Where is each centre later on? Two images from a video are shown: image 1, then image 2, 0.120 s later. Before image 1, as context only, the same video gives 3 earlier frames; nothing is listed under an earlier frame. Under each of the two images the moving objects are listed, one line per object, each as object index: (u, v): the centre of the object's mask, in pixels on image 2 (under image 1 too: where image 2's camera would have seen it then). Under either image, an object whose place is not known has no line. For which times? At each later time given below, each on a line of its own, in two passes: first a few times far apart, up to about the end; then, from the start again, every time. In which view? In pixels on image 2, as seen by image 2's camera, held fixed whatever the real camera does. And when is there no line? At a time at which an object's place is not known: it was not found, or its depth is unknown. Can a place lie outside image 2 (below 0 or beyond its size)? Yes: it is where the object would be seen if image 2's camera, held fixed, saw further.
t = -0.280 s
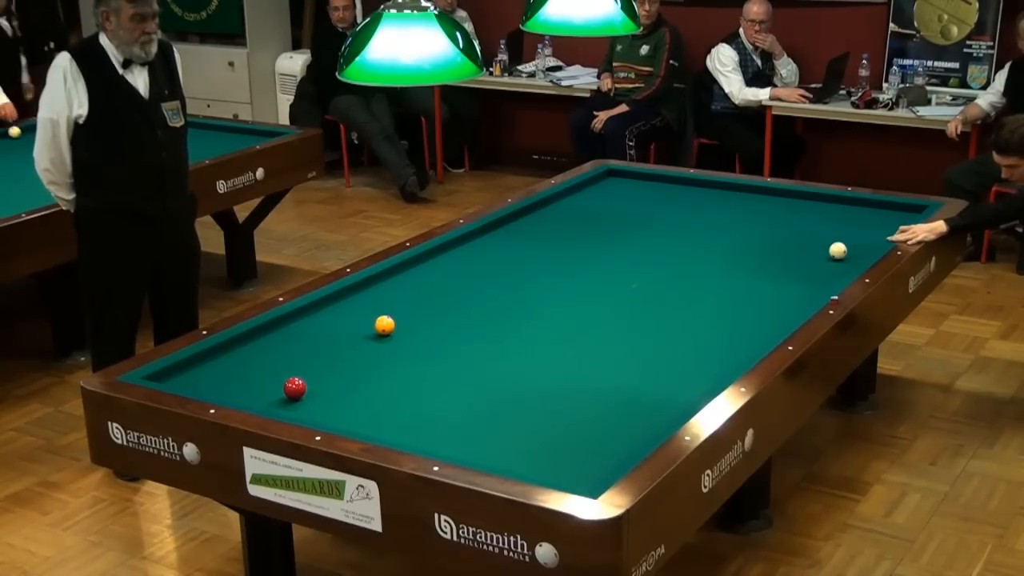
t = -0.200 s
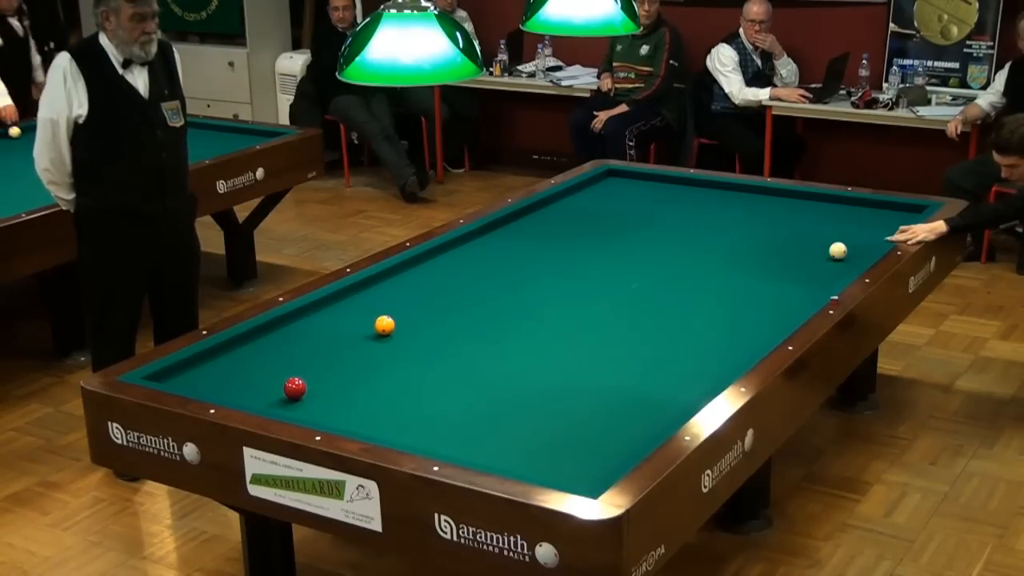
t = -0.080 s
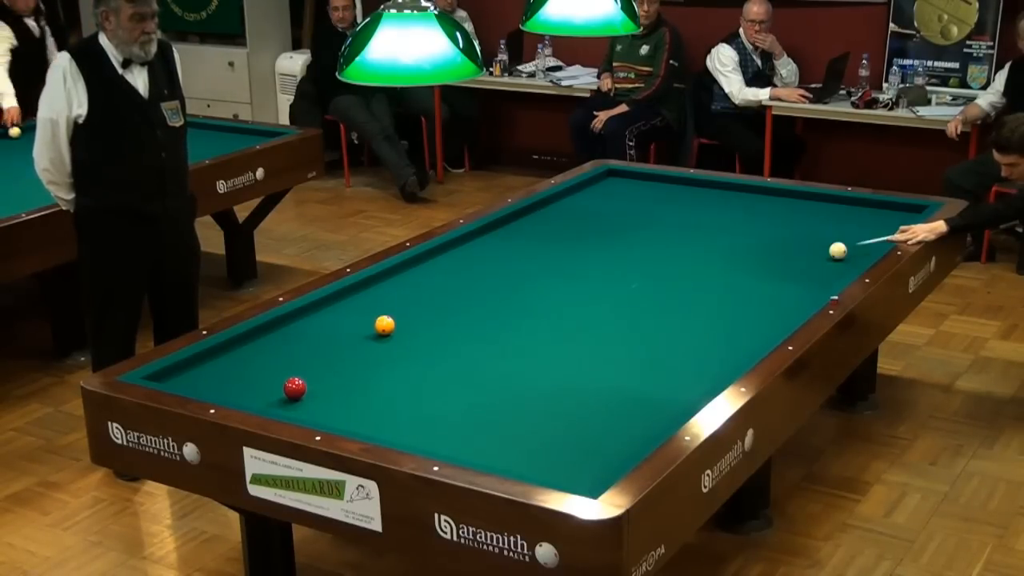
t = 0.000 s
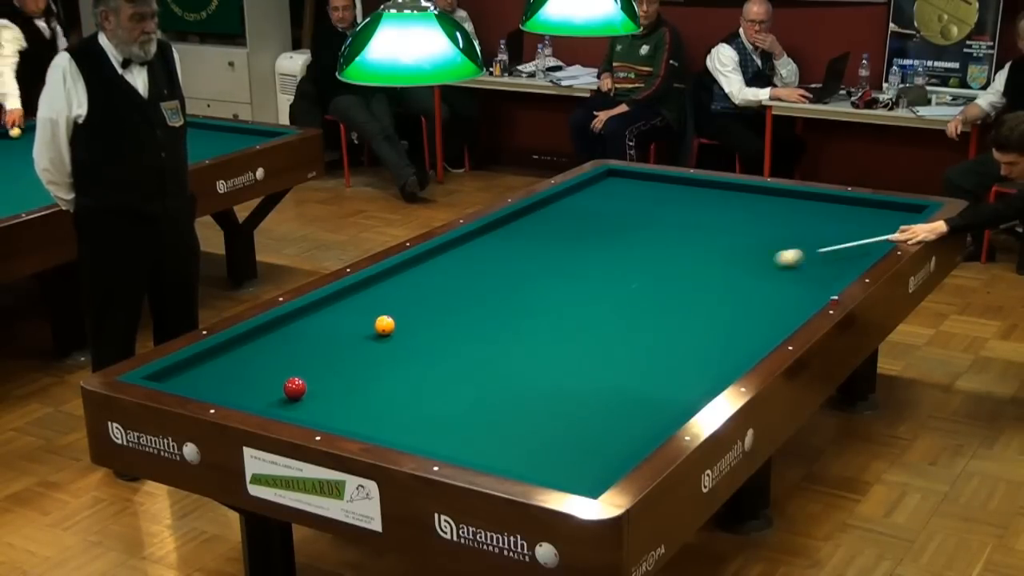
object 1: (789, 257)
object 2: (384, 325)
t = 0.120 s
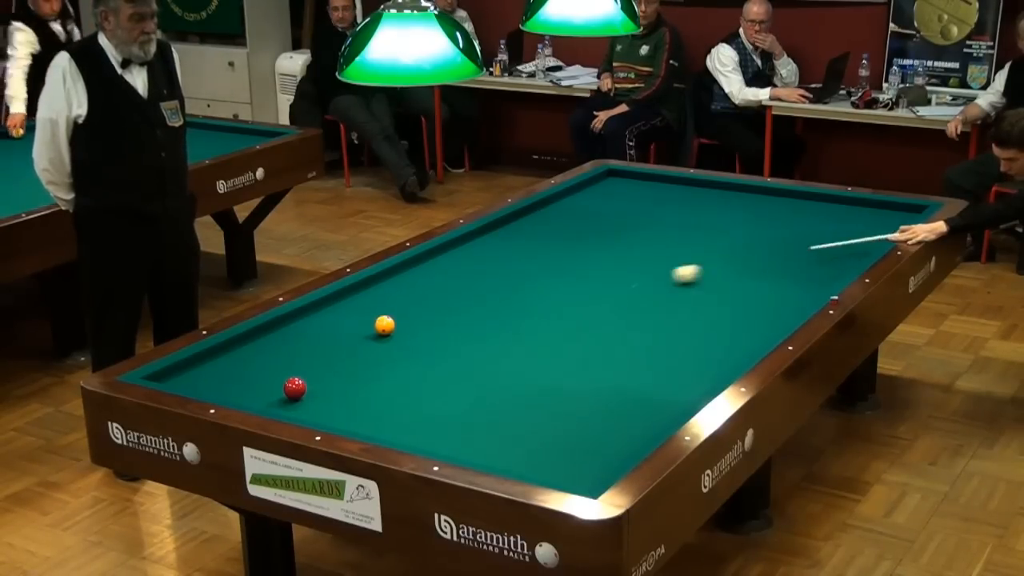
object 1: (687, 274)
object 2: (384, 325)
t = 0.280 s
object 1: (550, 295)
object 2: (384, 325)
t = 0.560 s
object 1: (342, 311)
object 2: (331, 350)
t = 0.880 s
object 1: (380, 330)
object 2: (267, 379)
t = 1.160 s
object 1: (427, 357)
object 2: (328, 344)
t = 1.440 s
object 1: (475, 388)
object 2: (378, 315)
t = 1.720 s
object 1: (529, 421)
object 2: (422, 290)
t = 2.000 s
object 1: (587, 459)
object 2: (462, 268)
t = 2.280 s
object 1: (552, 466)
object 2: (497, 248)
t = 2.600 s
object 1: (500, 458)
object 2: (533, 228)
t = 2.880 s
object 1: (475, 447)
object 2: (562, 211)
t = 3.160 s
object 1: (451, 436)
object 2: (588, 197)
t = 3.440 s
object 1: (429, 424)
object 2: (612, 183)
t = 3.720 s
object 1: (410, 413)
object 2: (625, 175)
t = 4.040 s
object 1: (389, 402)
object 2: (605, 182)
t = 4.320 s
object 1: (372, 393)
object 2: (589, 189)
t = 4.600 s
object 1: (357, 385)
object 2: (572, 195)
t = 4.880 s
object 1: (343, 377)
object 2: (556, 202)
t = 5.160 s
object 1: (330, 370)
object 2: (539, 208)
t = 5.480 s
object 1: (316, 363)
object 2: (520, 215)
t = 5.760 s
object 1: (305, 357)
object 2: (504, 221)
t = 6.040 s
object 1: (295, 351)
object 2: (490, 227)
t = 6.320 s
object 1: (285, 346)
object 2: (478, 234)
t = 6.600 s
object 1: (276, 341)
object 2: (466, 240)
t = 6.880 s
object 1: (268, 337)
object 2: (455, 247)
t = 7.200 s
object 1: (259, 333)
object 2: (442, 254)
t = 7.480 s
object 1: (263, 332)
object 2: (430, 260)
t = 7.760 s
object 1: (270, 332)
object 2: (420, 266)
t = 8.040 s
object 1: (276, 332)
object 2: (409, 272)
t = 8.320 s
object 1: (280, 332)
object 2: (399, 278)
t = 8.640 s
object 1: (285, 332)
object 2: (389, 285)
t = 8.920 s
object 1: (287, 332)
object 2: (379, 290)
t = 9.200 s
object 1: (289, 332)
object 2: (370, 295)
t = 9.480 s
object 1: (289, 332)
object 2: (362, 300)
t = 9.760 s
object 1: (289, 332)
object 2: (354, 306)
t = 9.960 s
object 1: (289, 332)
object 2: (348, 309)
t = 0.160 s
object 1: (652, 279)
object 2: (384, 325)
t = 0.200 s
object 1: (619, 284)
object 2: (385, 325)
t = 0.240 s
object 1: (585, 290)
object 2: (384, 325)
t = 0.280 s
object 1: (550, 295)
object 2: (384, 325)
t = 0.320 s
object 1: (514, 301)
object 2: (384, 325)
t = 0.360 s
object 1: (478, 306)
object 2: (384, 325)
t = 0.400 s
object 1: (441, 312)
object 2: (384, 325)
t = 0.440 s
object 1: (405, 317)
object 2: (385, 325)
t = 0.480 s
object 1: (381, 316)
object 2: (369, 332)
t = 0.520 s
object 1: (362, 314)
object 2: (350, 341)
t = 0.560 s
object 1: (342, 311)
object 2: (331, 350)
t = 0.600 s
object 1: (322, 309)
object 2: (311, 359)
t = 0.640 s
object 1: (314, 309)
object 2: (292, 369)
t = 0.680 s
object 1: (327, 312)
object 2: (272, 379)
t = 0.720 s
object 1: (339, 316)
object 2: (253, 388)
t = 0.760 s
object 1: (351, 319)
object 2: (235, 395)
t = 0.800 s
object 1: (362, 323)
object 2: (244, 392)
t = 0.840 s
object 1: (371, 326)
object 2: (256, 385)
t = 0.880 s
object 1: (380, 330)
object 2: (267, 379)
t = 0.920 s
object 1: (388, 334)
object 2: (278, 372)
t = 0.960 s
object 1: (396, 337)
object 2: (288, 367)
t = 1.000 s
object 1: (402, 341)
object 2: (297, 362)
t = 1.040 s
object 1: (408, 345)
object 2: (305, 357)
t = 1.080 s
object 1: (414, 349)
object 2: (313, 353)
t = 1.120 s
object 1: (421, 353)
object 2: (321, 348)
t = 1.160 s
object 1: (427, 357)
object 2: (328, 344)
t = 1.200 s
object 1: (434, 361)
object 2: (336, 340)
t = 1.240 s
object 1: (440, 366)
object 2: (343, 335)
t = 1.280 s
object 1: (447, 370)
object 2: (351, 331)
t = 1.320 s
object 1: (454, 374)
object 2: (358, 327)
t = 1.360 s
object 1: (461, 378)
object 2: (365, 323)
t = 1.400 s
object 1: (468, 383)
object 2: (372, 319)
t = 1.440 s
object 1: (475, 388)
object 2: (378, 315)
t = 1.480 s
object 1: (482, 392)
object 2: (385, 312)
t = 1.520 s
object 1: (490, 397)
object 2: (392, 308)
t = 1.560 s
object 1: (497, 401)
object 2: (398, 304)
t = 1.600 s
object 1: (505, 406)
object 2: (404, 301)
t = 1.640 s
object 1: (512, 411)
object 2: (410, 297)
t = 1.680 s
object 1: (520, 416)
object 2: (417, 294)
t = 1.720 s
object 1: (529, 421)
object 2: (422, 290)
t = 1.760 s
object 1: (536, 426)
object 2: (428, 287)
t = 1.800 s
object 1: (544, 431)
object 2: (434, 284)
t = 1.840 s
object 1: (553, 436)
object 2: (440, 280)
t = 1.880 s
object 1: (561, 442)
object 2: (446, 277)
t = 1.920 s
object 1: (570, 447)
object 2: (451, 274)
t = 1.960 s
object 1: (579, 453)
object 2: (456, 271)
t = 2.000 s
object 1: (587, 459)
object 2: (462, 268)
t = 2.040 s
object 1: (596, 464)
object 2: (467, 265)
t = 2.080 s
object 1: (599, 466)
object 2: (472, 262)
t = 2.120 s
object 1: (588, 467)
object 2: (477, 259)
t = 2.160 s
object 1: (578, 467)
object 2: (482, 256)
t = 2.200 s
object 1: (569, 467)
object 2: (487, 253)
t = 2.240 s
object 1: (560, 467)
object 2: (492, 251)
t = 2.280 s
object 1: (552, 466)
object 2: (497, 248)
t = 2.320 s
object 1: (544, 465)
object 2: (502, 245)
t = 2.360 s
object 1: (536, 465)
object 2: (507, 243)
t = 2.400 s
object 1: (528, 464)
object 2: (511, 240)
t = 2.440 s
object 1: (520, 464)
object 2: (516, 238)
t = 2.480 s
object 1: (512, 463)
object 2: (520, 235)
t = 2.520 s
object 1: (508, 461)
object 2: (525, 233)
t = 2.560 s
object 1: (504, 460)
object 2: (529, 230)
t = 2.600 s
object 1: (500, 458)
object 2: (533, 228)
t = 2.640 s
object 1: (496, 456)
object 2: (537, 225)
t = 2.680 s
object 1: (492, 455)
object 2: (542, 223)
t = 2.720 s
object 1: (489, 453)
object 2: (546, 221)
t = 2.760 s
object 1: (485, 452)
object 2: (550, 218)
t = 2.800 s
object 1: (481, 450)
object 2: (554, 216)
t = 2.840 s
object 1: (478, 449)
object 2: (558, 214)
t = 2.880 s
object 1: (475, 447)
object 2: (562, 211)
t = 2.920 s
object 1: (471, 445)
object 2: (566, 209)
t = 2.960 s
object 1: (468, 444)
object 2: (570, 207)
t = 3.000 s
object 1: (464, 442)
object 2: (574, 205)
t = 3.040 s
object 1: (460, 441)
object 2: (577, 203)
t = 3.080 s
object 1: (457, 439)
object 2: (581, 201)
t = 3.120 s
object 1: (454, 437)
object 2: (585, 199)
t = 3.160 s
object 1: (451, 436)
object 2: (588, 197)
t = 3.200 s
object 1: (448, 434)
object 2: (592, 195)
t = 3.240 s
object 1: (445, 432)
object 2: (595, 193)
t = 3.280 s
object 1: (442, 430)
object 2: (599, 191)
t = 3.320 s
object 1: (438, 428)
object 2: (602, 189)
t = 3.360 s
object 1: (435, 427)
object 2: (605, 187)
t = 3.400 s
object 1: (433, 425)
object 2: (608, 185)
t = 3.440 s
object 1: (429, 424)
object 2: (612, 183)
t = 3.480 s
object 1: (427, 422)
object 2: (615, 181)
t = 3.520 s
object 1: (424, 421)
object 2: (618, 180)
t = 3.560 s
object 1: (421, 419)
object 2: (621, 178)
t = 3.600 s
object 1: (418, 417)
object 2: (624, 176)
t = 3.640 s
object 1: (415, 416)
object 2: (628, 174)
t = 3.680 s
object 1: (412, 414)
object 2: (628, 174)
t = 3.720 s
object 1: (410, 413)
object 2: (625, 175)
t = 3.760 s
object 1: (407, 412)
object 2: (622, 176)
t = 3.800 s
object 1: (405, 410)
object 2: (619, 177)
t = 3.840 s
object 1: (402, 409)
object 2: (617, 178)
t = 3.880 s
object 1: (399, 407)
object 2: (615, 179)
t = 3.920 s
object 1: (397, 406)
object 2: (612, 180)
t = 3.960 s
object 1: (394, 405)
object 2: (610, 181)
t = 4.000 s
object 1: (392, 403)
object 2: (608, 182)
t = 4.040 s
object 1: (389, 402)
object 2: (605, 182)
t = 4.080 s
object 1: (387, 400)
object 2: (603, 183)
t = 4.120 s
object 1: (384, 399)
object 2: (601, 184)
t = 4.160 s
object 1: (382, 398)
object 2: (598, 185)
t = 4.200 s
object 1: (380, 397)
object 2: (596, 186)
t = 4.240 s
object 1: (377, 395)
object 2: (593, 187)
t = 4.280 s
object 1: (375, 394)
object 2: (591, 188)
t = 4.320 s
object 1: (372, 393)
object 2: (589, 189)
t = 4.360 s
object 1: (370, 392)
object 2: (586, 190)
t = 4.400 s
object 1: (368, 390)
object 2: (584, 191)
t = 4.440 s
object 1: (366, 389)
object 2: (582, 191)
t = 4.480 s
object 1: (364, 388)
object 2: (579, 192)
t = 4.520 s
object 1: (361, 387)
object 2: (577, 193)
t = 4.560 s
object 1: (359, 386)
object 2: (574, 194)
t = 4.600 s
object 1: (357, 385)
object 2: (572, 195)
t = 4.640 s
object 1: (355, 384)
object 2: (570, 196)
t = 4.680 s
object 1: (353, 383)
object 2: (567, 197)
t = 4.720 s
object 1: (351, 381)
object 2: (565, 198)
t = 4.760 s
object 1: (349, 380)
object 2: (563, 199)
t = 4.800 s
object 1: (347, 379)
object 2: (560, 200)
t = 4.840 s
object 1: (345, 378)
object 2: (558, 201)
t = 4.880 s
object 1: (343, 377)
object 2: (556, 202)
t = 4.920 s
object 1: (341, 376)
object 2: (553, 203)
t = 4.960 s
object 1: (339, 375)
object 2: (551, 203)
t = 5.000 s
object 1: (337, 374)
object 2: (548, 204)
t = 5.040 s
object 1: (336, 373)
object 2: (546, 205)
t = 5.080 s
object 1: (334, 372)
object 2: (544, 206)
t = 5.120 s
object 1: (332, 371)
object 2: (541, 207)
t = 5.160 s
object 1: (330, 370)
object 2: (539, 208)
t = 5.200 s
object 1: (328, 369)
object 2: (537, 209)
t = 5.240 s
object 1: (326, 368)
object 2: (534, 210)
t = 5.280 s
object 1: (324, 367)
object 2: (532, 211)
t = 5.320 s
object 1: (322, 366)
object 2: (530, 211)
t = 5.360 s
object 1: (321, 366)
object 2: (527, 212)
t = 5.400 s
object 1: (319, 364)
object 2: (525, 213)
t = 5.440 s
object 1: (318, 364)
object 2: (523, 214)
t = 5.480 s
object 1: (316, 363)
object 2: (520, 215)
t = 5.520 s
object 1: (314, 362)
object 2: (518, 216)
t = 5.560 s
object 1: (313, 361)
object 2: (516, 217)
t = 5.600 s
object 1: (311, 360)
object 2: (513, 218)
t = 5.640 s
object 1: (310, 359)
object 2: (511, 218)
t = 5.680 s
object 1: (308, 358)
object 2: (509, 219)
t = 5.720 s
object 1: (306, 357)
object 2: (507, 220)
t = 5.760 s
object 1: (305, 357)
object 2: (504, 221)
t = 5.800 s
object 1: (303, 356)
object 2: (502, 222)
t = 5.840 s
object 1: (302, 355)
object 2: (499, 223)
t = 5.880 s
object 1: (300, 354)
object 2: (497, 224)
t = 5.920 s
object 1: (299, 353)
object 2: (496, 225)
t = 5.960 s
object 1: (297, 353)
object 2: (494, 225)
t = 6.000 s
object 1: (296, 352)
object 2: (492, 226)
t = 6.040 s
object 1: (295, 351)
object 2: (490, 227)
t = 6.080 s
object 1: (293, 350)
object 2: (488, 228)
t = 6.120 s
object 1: (292, 350)
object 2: (487, 229)
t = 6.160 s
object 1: (290, 349)
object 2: (485, 230)
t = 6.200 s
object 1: (289, 348)
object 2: (483, 231)
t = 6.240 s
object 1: (288, 347)
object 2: (482, 232)
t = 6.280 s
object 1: (286, 347)
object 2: (480, 233)
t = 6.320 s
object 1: (285, 346)
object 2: (478, 234)
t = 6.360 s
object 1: (284, 345)
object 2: (476, 235)
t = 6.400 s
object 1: (282, 345)
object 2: (475, 236)
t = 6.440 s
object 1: (281, 344)
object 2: (473, 237)
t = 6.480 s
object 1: (280, 343)
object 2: (471, 237)
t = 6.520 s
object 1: (279, 343)
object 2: (469, 239)
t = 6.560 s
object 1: (277, 342)
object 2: (468, 239)
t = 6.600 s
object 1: (276, 341)
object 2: (466, 240)
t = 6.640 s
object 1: (275, 341)
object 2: (464, 241)
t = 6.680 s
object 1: (274, 340)
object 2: (463, 242)
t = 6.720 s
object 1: (273, 340)
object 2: (461, 243)
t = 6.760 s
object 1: (272, 339)
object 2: (459, 244)
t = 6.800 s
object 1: (270, 338)
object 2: (458, 245)
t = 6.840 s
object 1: (269, 338)
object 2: (456, 246)
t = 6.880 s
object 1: (268, 337)
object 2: (455, 247)
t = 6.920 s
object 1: (267, 336)
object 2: (453, 248)
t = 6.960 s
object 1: (266, 336)
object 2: (451, 248)
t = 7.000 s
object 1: (265, 335)
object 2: (450, 249)
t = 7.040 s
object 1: (264, 335)
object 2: (448, 250)
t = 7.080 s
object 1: (263, 334)
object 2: (446, 251)
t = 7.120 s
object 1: (261, 334)
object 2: (445, 252)
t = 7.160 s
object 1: (260, 333)
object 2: (443, 253)
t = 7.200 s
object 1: (259, 333)
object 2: (442, 254)
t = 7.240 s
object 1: (259, 332)
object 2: (440, 255)
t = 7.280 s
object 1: (258, 331)
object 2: (438, 256)
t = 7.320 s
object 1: (259, 332)
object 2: (437, 257)
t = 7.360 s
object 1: (260, 332)
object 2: (435, 258)
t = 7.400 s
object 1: (261, 332)
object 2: (434, 258)
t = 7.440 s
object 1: (262, 332)
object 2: (432, 259)
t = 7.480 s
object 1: (263, 332)
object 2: (430, 260)
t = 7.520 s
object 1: (264, 332)
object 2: (429, 261)
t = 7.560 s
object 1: (266, 332)
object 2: (427, 262)
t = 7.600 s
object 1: (267, 332)
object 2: (426, 262)
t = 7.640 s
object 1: (267, 332)
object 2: (424, 263)
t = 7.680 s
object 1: (268, 332)
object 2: (423, 265)
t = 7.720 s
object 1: (269, 332)
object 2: (422, 265)
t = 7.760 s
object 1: (270, 332)
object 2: (420, 266)
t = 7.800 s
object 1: (271, 332)
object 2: (418, 267)
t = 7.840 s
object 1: (272, 332)
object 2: (417, 268)
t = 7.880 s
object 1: (273, 332)
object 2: (415, 269)
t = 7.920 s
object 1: (274, 332)
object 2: (414, 270)
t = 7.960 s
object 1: (274, 332)
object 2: (412, 271)
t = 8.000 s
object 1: (275, 332)
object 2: (411, 271)
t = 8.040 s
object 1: (276, 332)
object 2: (409, 272)
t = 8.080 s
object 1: (276, 332)
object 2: (408, 273)
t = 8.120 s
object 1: (277, 332)
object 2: (406, 274)
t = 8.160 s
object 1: (278, 332)
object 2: (405, 275)
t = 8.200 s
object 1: (279, 332)
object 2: (404, 276)
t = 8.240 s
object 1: (279, 332)
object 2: (402, 276)
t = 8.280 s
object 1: (280, 332)
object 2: (401, 277)
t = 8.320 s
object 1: (280, 332)
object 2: (399, 278)
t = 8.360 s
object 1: (281, 332)
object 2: (398, 279)
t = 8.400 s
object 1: (282, 332)
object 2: (396, 280)
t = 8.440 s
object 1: (282, 332)
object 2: (395, 280)
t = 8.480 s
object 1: (283, 332)
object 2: (394, 282)
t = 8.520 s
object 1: (283, 332)
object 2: (392, 282)
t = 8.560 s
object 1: (284, 332)
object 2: (391, 283)
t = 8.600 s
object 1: (284, 332)
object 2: (390, 284)
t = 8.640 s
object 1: (285, 332)
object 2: (389, 285)
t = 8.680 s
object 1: (285, 332)
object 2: (387, 286)
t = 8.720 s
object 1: (286, 332)
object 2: (386, 287)
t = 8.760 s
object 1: (286, 332)
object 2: (384, 287)
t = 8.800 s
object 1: (286, 332)
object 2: (383, 288)
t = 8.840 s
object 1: (287, 332)
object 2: (381, 289)
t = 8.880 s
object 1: (287, 332)
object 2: (380, 290)
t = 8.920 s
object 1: (287, 332)
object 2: (379, 290)
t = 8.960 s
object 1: (288, 332)
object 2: (378, 291)
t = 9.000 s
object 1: (288, 332)
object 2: (376, 292)
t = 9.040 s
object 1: (288, 332)
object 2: (375, 292)
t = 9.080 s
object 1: (288, 332)
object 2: (374, 293)
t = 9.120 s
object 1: (288, 332)
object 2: (373, 294)
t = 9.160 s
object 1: (289, 332)
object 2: (371, 295)
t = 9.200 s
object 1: (289, 332)
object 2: (370, 295)
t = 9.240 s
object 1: (289, 332)
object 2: (369, 296)
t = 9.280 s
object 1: (289, 332)
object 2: (368, 297)
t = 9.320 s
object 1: (289, 332)
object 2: (367, 298)
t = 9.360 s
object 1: (289, 332)
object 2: (365, 298)
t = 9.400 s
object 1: (289, 332)
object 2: (364, 299)
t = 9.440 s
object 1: (289, 332)
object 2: (363, 300)
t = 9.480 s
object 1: (289, 332)
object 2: (362, 300)
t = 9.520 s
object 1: (289, 332)
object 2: (361, 301)
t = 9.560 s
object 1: (289, 332)
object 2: (359, 302)
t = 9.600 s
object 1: (289, 332)
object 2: (358, 303)
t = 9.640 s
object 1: (289, 332)
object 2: (357, 304)
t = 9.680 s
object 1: (289, 332)
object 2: (356, 304)
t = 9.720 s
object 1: (289, 332)
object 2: (355, 305)
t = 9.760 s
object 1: (289, 332)
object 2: (354, 306)
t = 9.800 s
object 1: (289, 332)
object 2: (352, 306)
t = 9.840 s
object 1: (289, 332)
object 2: (351, 307)
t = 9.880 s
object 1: (289, 332)
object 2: (350, 308)
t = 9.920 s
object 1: (289, 332)
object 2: (349, 308)
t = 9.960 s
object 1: (289, 332)
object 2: (348, 309)
